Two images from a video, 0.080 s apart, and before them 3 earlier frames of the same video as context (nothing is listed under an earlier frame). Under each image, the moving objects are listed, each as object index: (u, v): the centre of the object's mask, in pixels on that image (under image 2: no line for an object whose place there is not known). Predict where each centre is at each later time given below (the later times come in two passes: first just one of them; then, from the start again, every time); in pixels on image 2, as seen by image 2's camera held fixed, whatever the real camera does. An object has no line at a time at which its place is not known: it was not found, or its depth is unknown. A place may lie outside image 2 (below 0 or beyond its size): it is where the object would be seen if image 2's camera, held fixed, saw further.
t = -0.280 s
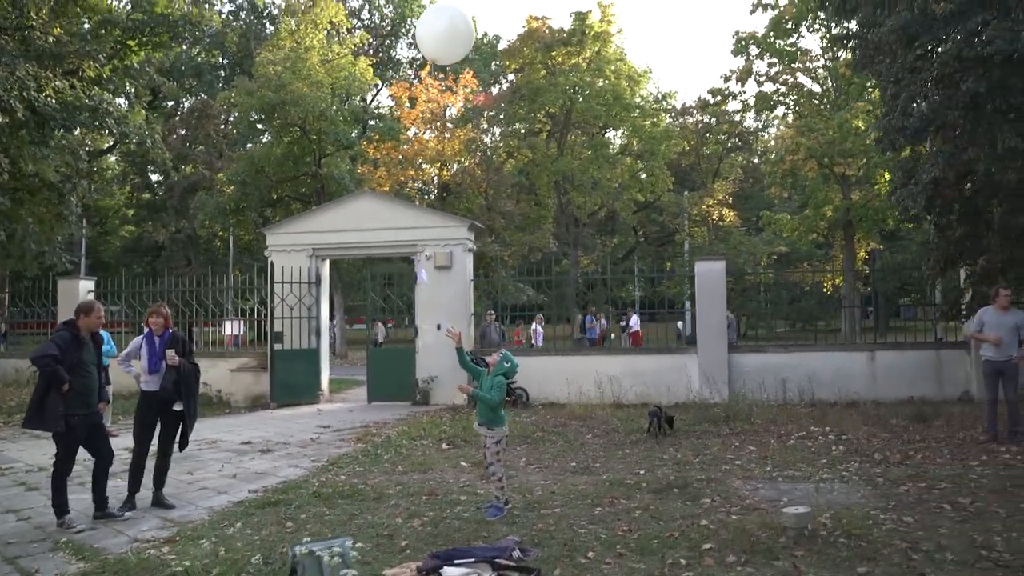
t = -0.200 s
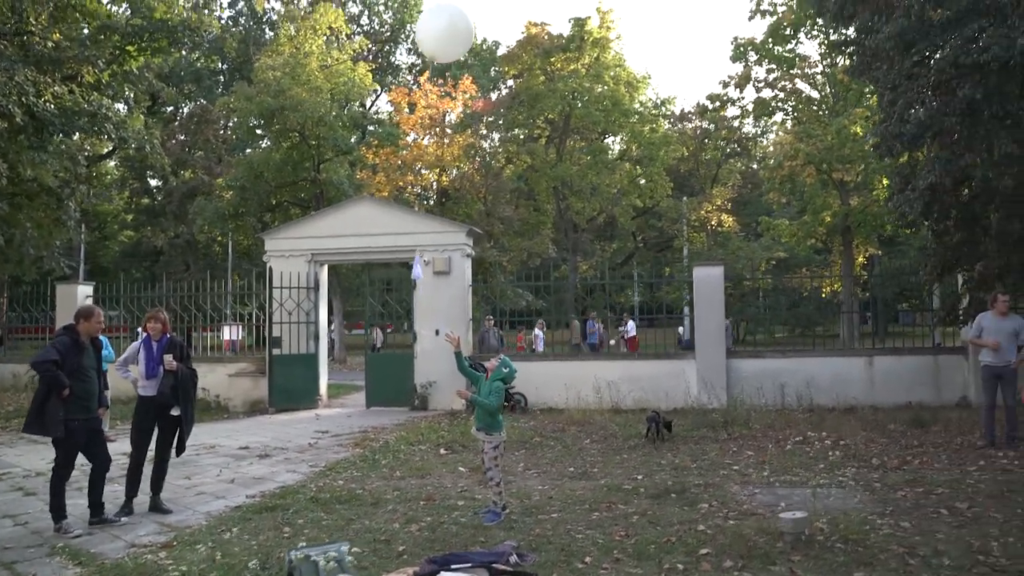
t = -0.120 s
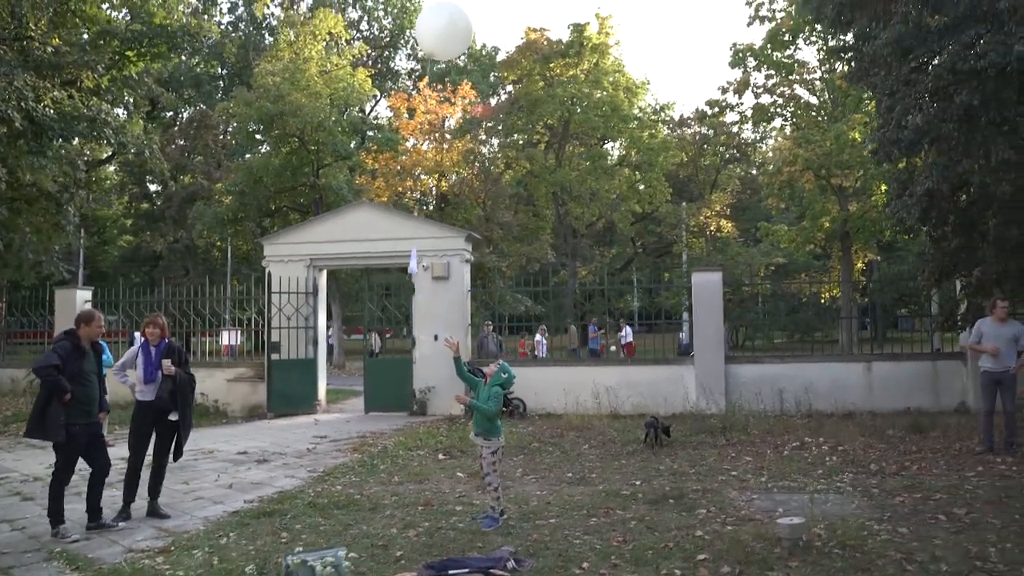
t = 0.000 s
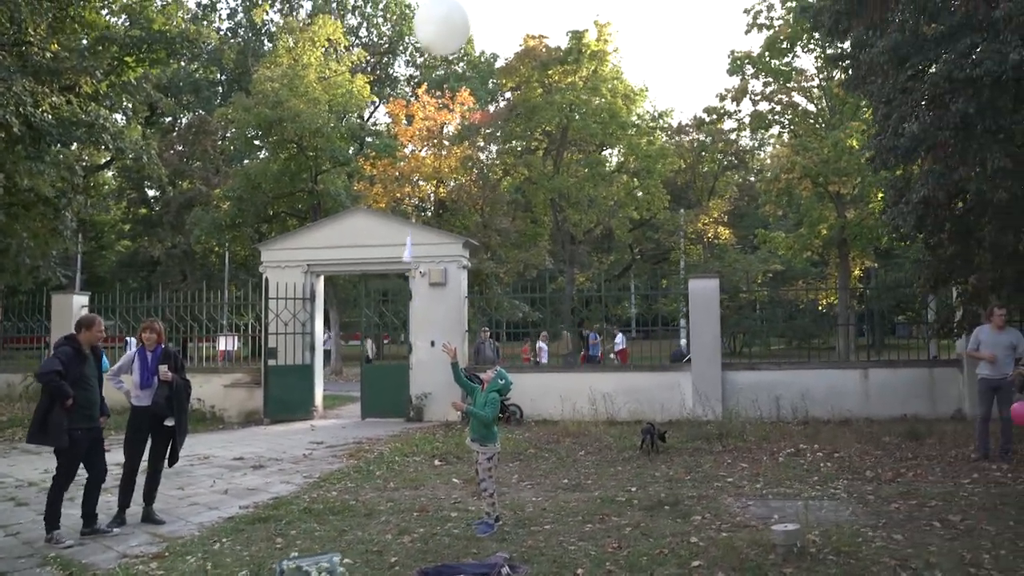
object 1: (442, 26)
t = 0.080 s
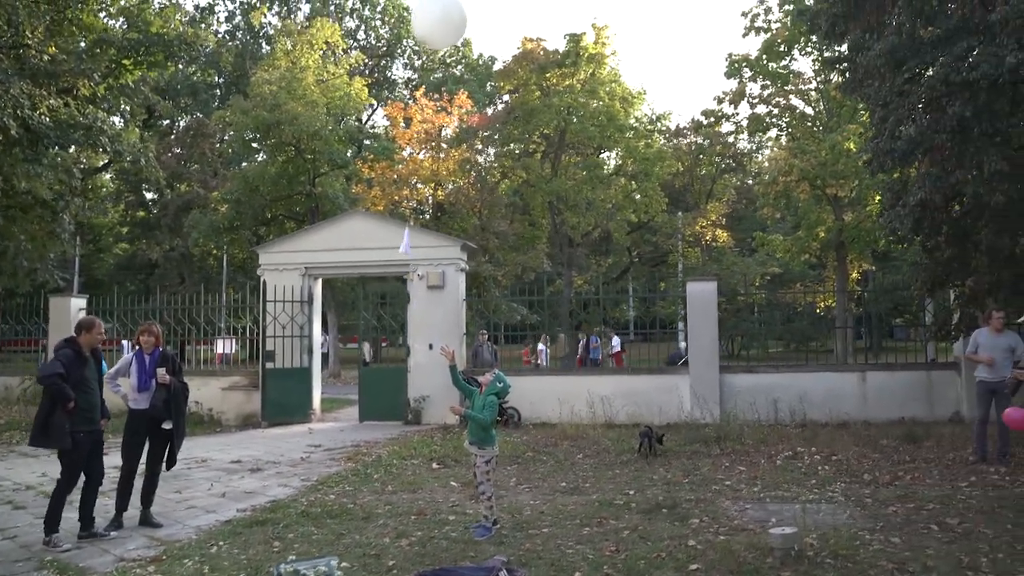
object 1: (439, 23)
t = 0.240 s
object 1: (437, 9)
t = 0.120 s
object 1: (438, 19)
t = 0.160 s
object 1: (438, 15)
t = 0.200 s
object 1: (438, 12)
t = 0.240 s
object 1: (437, 9)
